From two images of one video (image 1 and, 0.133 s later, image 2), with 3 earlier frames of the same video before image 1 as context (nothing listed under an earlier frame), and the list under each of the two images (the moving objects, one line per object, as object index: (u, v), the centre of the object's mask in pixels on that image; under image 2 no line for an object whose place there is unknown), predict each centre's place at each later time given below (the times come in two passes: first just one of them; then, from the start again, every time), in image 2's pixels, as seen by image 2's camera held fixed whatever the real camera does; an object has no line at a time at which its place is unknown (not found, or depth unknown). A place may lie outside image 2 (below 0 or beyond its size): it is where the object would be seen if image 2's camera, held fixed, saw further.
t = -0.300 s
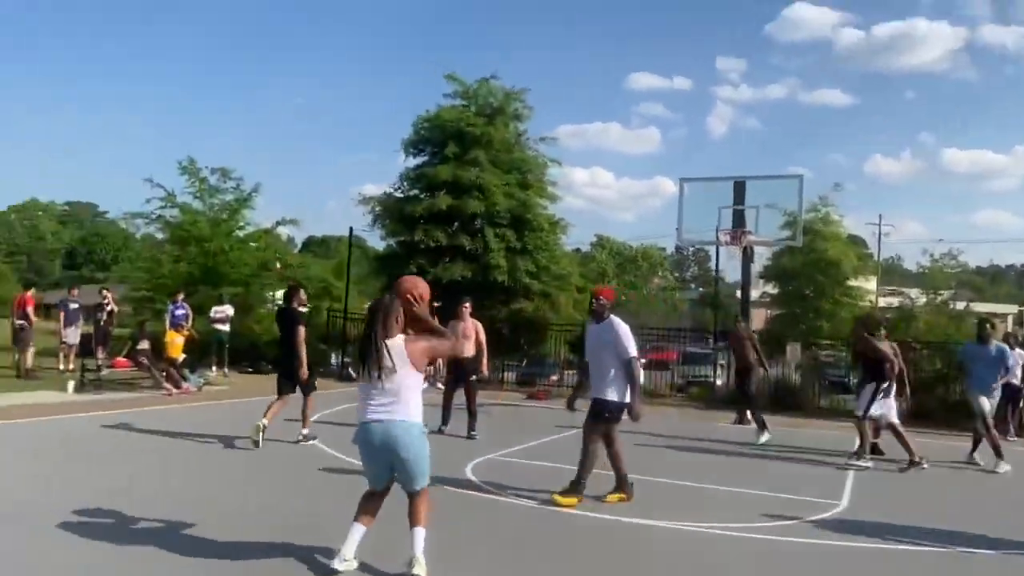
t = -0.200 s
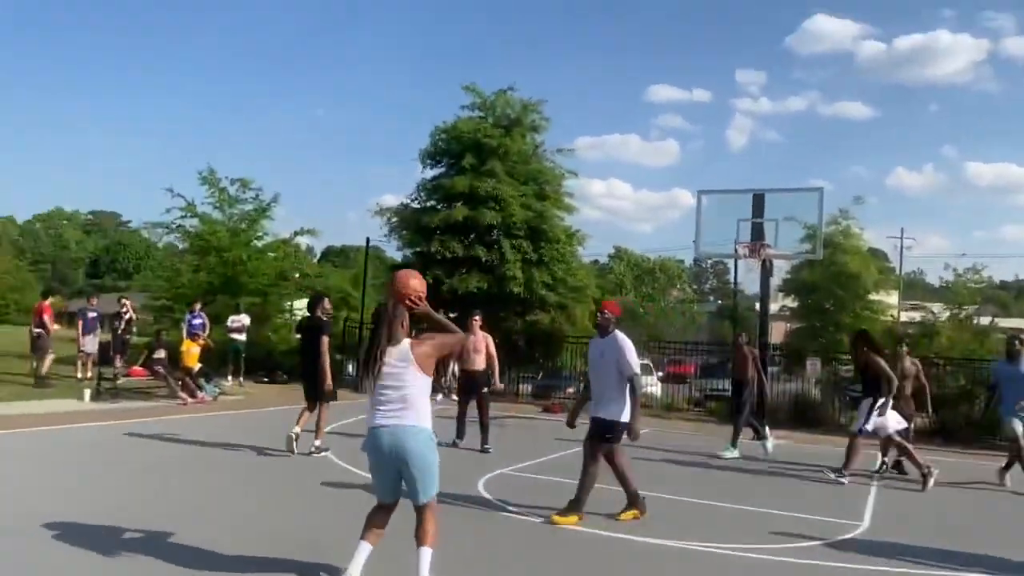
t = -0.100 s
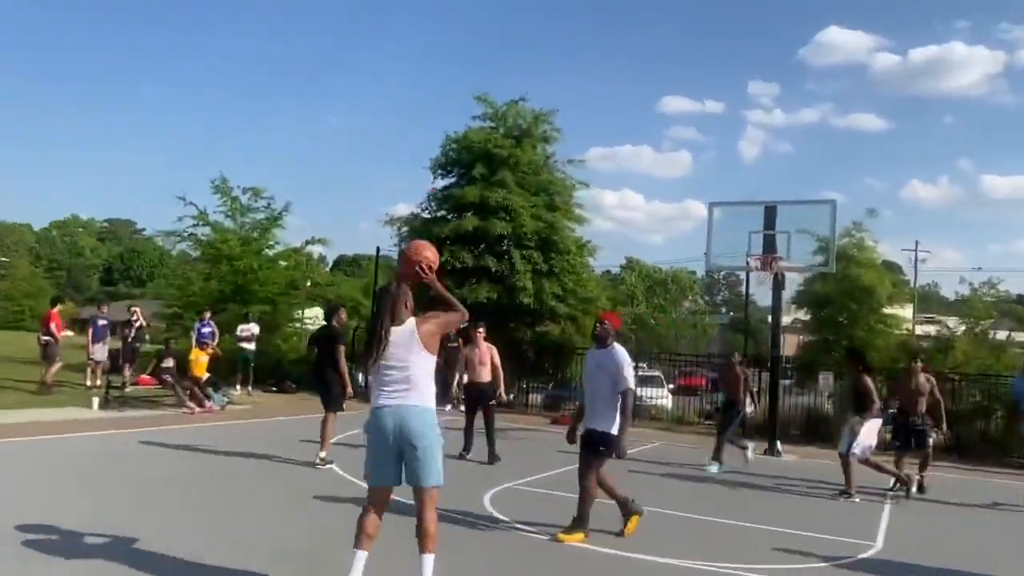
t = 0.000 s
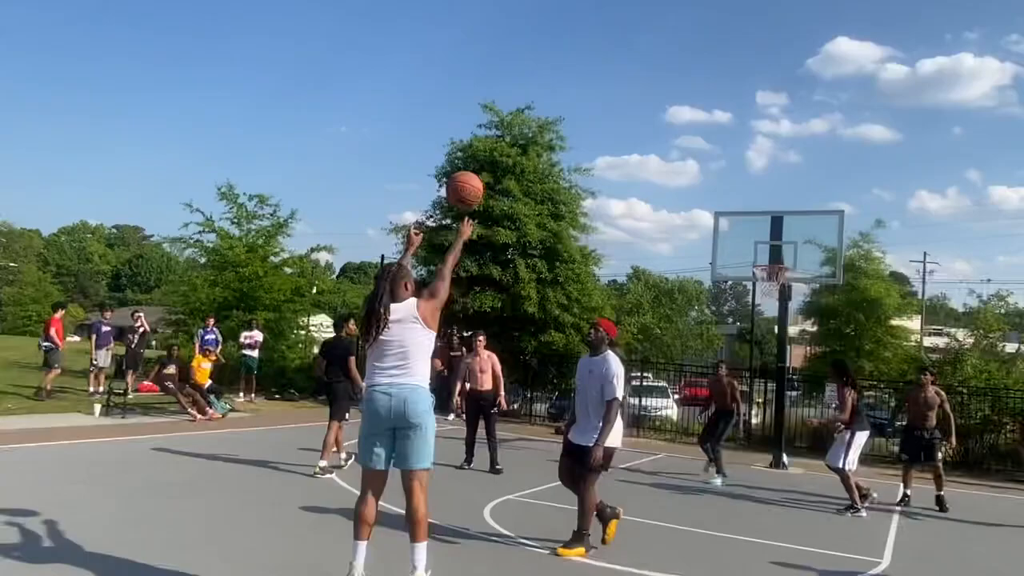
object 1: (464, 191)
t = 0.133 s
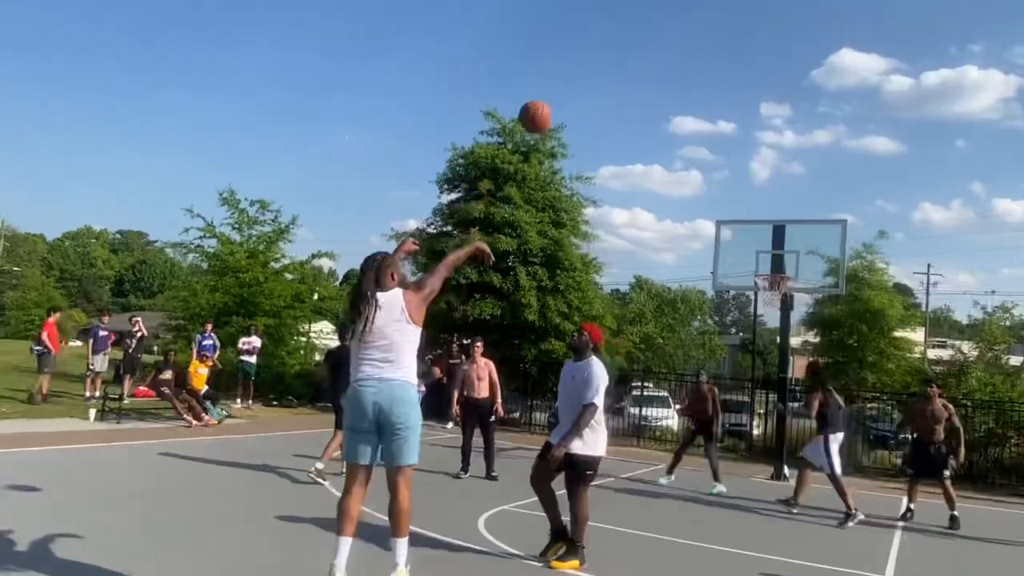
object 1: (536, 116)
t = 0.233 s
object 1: (578, 83)
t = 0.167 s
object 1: (551, 103)
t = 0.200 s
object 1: (565, 92)
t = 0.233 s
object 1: (578, 83)
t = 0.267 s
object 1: (591, 76)
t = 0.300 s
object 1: (602, 70)
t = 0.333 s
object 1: (613, 65)
